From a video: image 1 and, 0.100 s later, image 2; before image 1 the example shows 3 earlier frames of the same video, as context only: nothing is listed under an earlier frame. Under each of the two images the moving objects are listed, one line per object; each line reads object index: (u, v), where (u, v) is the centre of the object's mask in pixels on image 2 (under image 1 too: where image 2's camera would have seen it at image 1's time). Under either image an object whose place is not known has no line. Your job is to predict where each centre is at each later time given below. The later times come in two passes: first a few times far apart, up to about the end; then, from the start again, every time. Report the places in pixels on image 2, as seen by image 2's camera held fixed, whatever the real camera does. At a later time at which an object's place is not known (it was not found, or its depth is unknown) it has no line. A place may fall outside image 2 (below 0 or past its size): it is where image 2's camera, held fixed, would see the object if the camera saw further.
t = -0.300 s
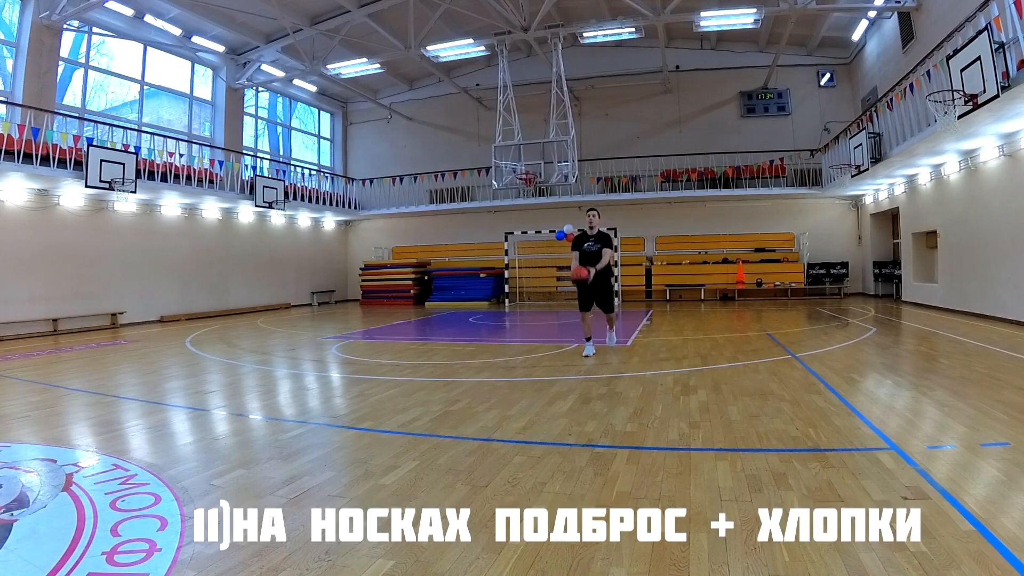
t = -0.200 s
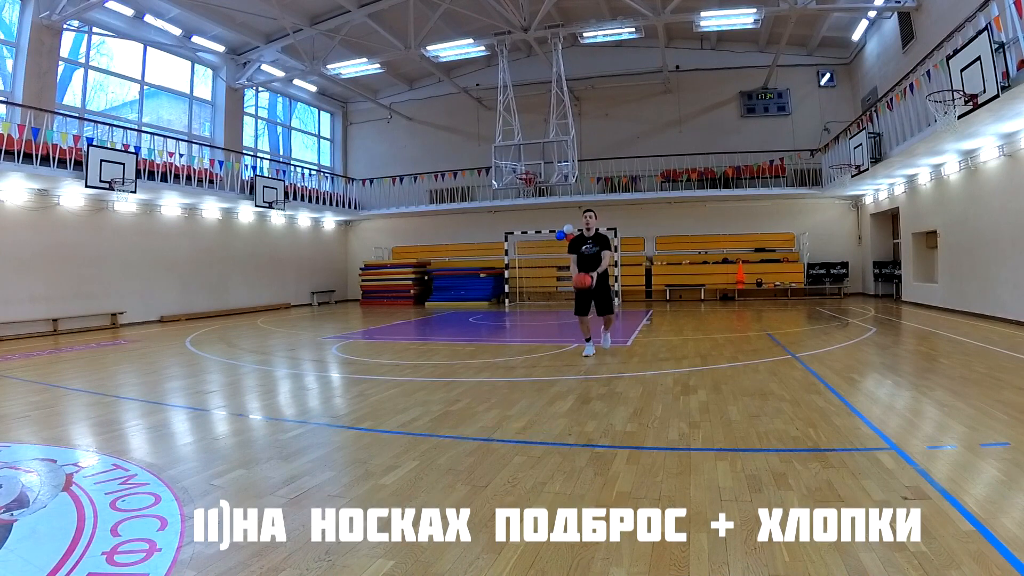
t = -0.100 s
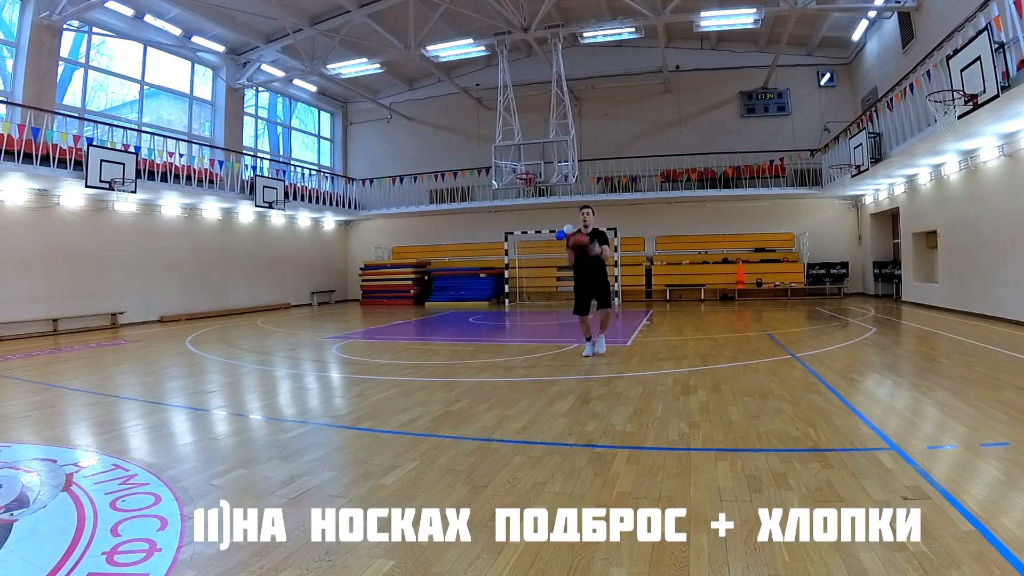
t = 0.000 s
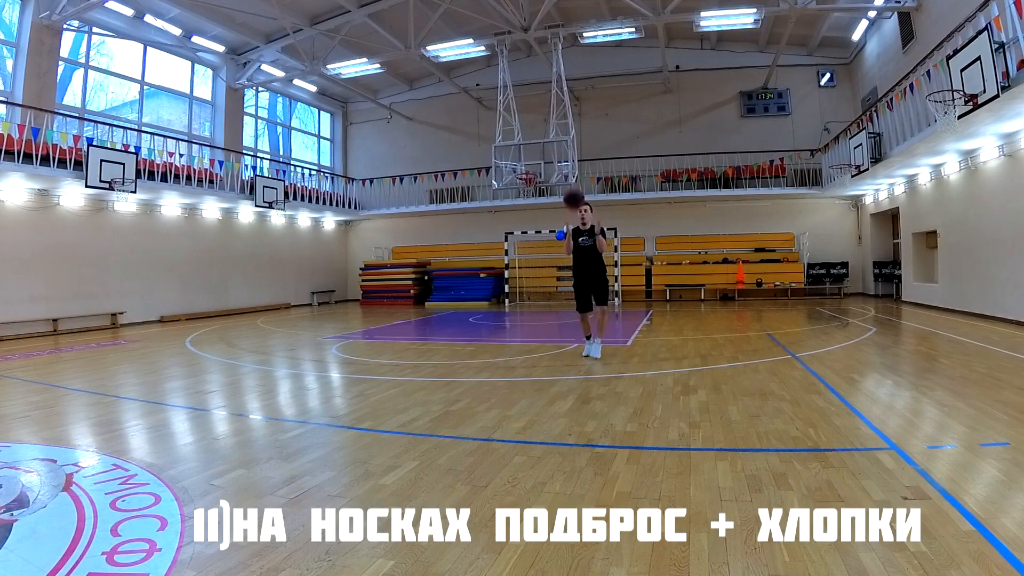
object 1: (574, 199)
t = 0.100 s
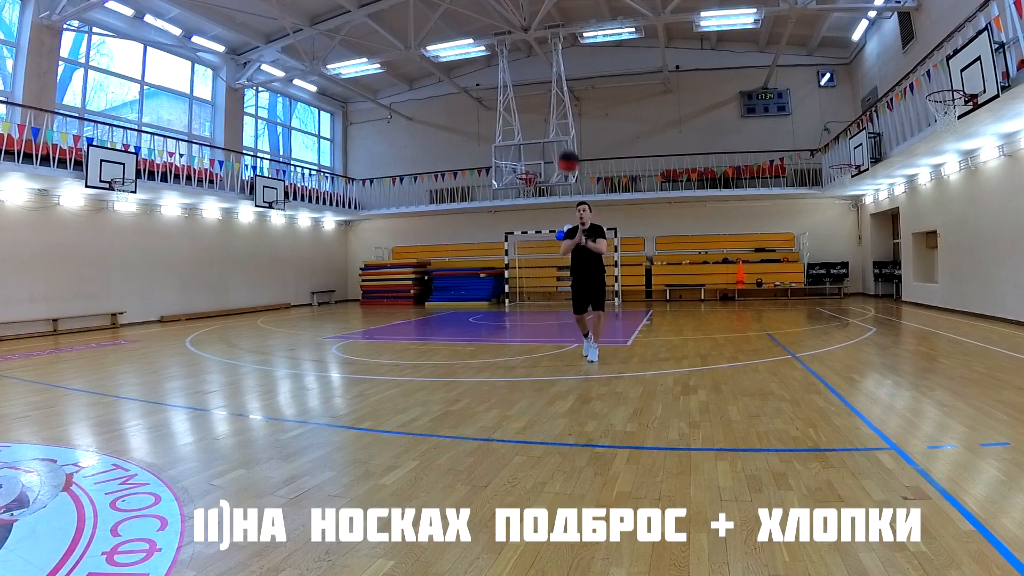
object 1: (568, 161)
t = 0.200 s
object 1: (563, 132)
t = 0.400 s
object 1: (552, 98)
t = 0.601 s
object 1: (542, 100)
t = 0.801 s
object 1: (533, 145)
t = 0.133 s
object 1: (566, 150)
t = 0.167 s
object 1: (565, 140)
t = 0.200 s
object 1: (563, 132)
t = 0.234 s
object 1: (561, 124)
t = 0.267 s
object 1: (559, 117)
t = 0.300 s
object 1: (557, 111)
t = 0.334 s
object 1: (556, 105)
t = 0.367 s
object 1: (554, 101)
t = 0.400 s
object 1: (552, 98)
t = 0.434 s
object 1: (551, 96)
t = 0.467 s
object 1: (549, 94)
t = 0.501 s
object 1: (548, 94)
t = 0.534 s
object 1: (546, 95)
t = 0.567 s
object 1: (544, 97)
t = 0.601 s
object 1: (542, 100)
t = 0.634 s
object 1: (541, 105)
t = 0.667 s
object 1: (539, 110)
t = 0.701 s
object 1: (537, 117)
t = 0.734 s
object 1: (536, 125)
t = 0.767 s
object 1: (534, 134)
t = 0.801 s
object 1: (533, 145)
